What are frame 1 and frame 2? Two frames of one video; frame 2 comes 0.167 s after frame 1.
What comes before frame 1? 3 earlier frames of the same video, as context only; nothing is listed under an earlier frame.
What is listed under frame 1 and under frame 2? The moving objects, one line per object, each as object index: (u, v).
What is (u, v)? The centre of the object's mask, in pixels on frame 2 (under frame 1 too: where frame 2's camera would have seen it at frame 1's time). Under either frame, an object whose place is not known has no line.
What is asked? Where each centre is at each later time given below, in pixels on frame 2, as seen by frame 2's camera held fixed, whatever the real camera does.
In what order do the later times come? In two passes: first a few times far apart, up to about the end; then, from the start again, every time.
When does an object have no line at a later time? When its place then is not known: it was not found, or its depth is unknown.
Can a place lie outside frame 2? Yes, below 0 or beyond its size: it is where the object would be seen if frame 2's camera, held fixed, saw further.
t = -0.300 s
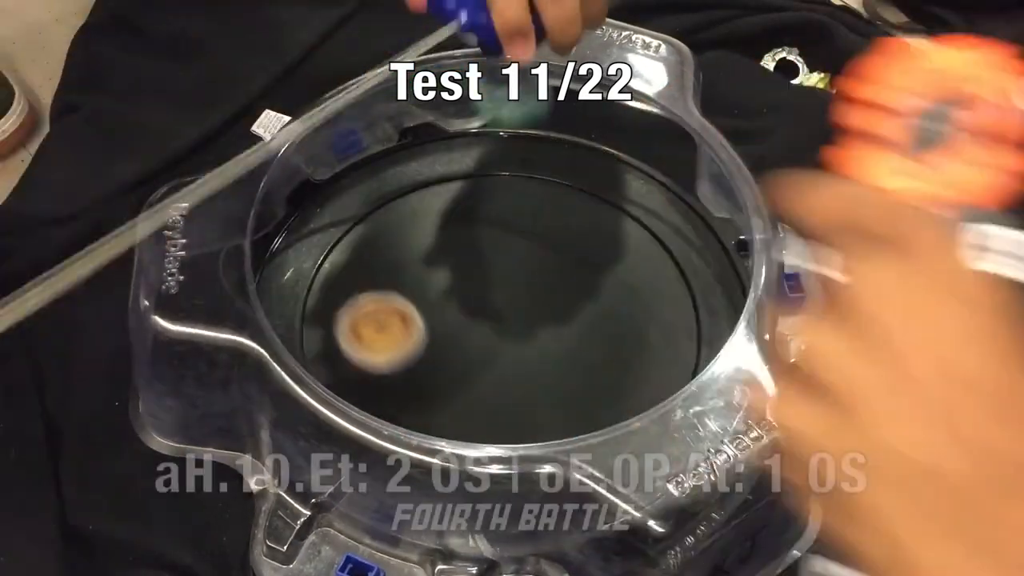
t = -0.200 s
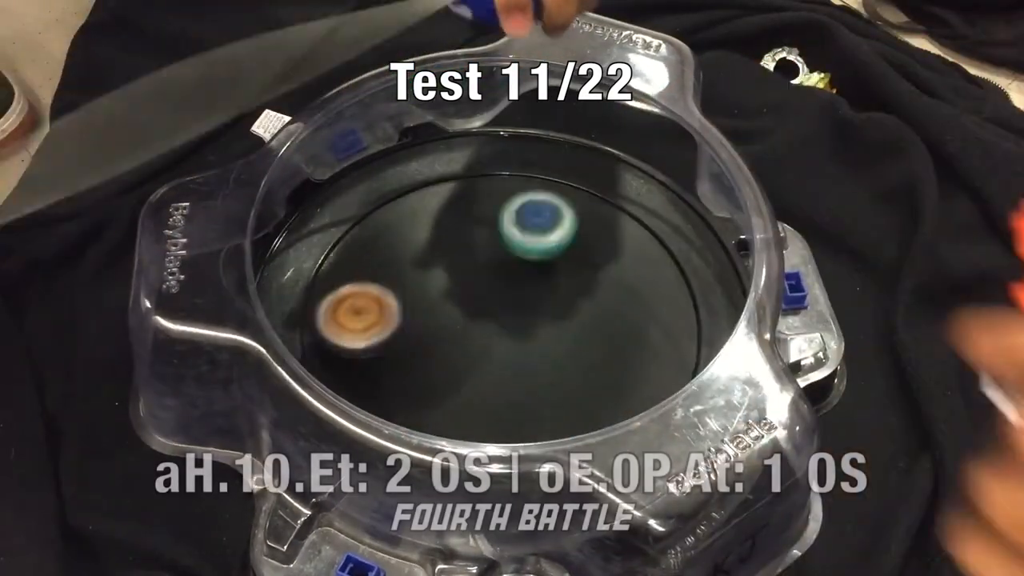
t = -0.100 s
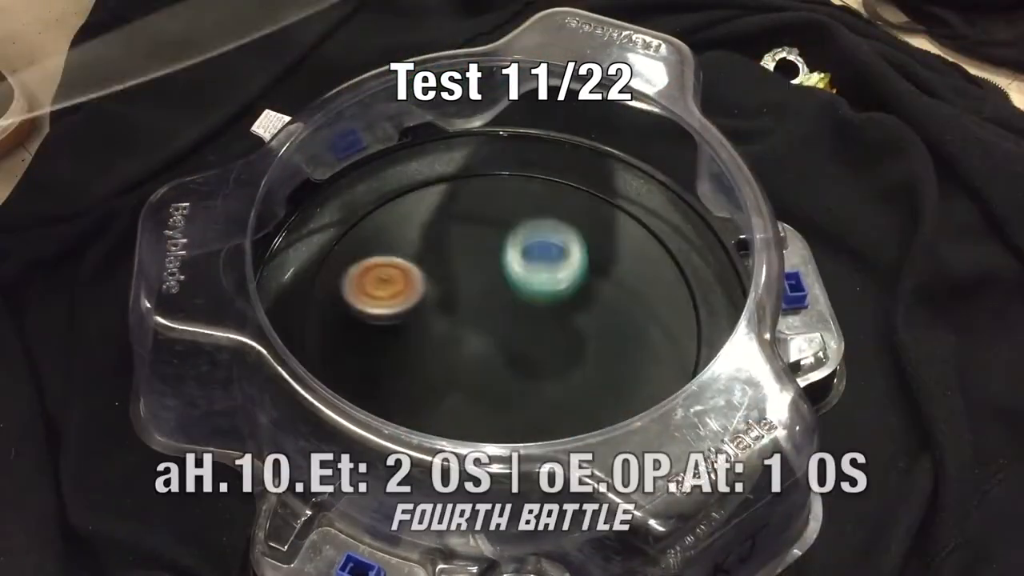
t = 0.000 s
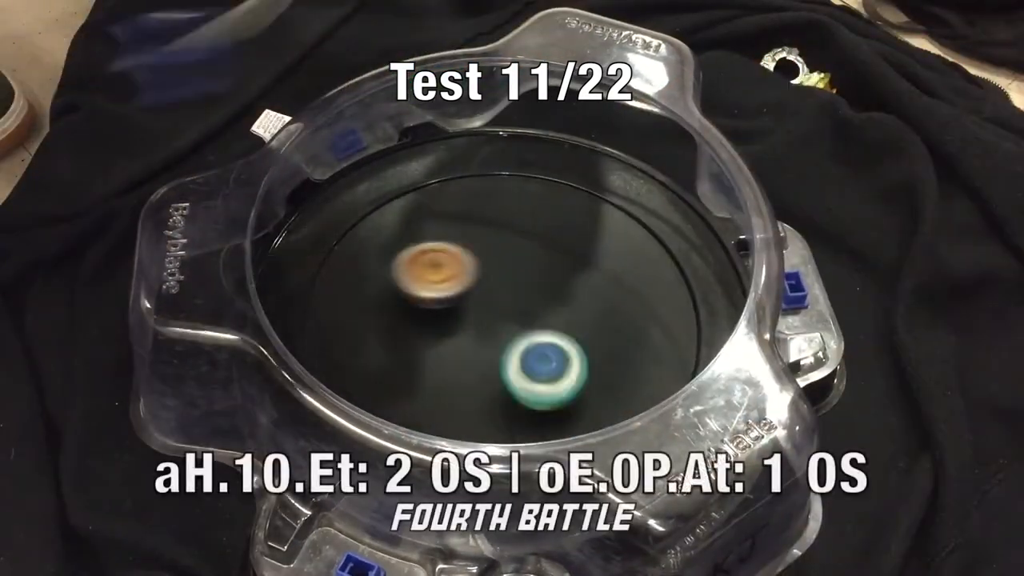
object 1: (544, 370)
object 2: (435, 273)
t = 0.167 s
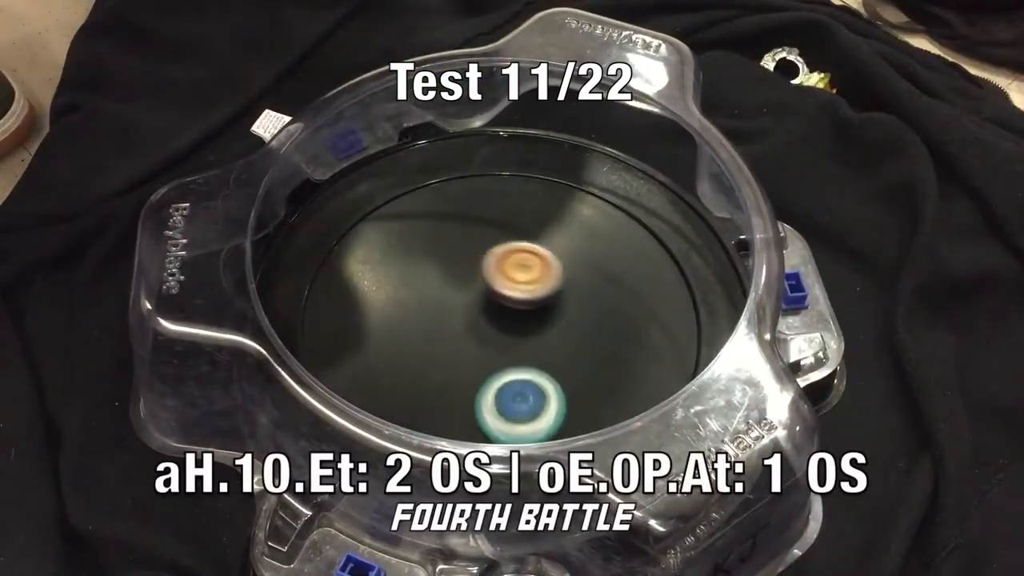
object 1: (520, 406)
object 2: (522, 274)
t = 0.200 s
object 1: (517, 407)
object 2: (534, 278)
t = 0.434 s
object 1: (501, 369)
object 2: (545, 298)
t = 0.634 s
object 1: (460, 348)
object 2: (506, 267)
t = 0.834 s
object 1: (451, 338)
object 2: (432, 257)
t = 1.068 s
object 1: (483, 353)
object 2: (395, 308)
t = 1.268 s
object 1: (560, 349)
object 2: (466, 339)
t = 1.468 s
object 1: (707, 312)
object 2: (436, 254)
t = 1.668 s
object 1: (697, 257)
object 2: (419, 243)
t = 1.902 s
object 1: (551, 228)
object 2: (462, 317)
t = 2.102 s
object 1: (420, 297)
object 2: (548, 340)
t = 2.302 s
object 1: (409, 403)
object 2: (579, 302)
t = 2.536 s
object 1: (547, 440)
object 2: (520, 252)
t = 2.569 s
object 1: (581, 428)
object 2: (509, 251)
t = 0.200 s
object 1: (517, 407)
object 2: (534, 278)
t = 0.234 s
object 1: (514, 411)
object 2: (544, 282)
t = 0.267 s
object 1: (513, 404)
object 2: (550, 286)
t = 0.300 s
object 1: (513, 402)
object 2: (553, 289)
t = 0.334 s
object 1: (511, 393)
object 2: (553, 295)
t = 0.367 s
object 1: (510, 383)
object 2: (550, 300)
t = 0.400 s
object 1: (509, 373)
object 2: (546, 303)
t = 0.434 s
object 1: (501, 369)
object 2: (545, 298)
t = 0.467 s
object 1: (492, 366)
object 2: (544, 292)
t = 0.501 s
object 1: (483, 363)
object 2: (540, 288)
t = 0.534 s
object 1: (476, 359)
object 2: (533, 282)
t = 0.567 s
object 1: (469, 355)
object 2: (525, 276)
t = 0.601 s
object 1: (464, 351)
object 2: (517, 272)
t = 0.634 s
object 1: (460, 348)
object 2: (506, 267)
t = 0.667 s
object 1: (457, 345)
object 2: (496, 262)
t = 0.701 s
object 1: (454, 342)
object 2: (484, 259)
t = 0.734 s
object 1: (452, 341)
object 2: (471, 256)
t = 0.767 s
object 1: (451, 339)
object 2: (457, 255)
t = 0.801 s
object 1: (451, 338)
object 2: (444, 255)
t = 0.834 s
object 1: (451, 338)
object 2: (432, 257)
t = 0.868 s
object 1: (452, 338)
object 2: (420, 261)
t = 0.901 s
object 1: (453, 338)
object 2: (411, 266)
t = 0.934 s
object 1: (456, 339)
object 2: (404, 274)
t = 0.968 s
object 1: (459, 340)
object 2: (399, 282)
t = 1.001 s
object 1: (466, 344)
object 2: (394, 290)
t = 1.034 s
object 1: (475, 348)
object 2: (392, 298)
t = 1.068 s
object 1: (483, 353)
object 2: (395, 308)
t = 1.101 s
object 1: (491, 357)
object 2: (403, 319)
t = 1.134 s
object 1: (499, 359)
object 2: (414, 329)
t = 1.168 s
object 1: (516, 360)
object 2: (421, 334)
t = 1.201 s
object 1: (532, 359)
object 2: (433, 338)
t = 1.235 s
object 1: (547, 355)
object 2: (449, 340)
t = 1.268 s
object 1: (560, 349)
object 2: (466, 339)
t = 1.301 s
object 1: (580, 341)
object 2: (475, 331)
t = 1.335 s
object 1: (621, 341)
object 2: (463, 315)
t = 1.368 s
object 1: (661, 336)
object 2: (454, 299)
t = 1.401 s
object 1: (690, 329)
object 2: (446, 282)
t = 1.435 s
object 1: (701, 317)
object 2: (441, 267)
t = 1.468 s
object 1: (707, 312)
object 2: (436, 254)
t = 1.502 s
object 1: (712, 304)
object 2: (431, 245)
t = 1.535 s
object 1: (715, 295)
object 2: (427, 238)
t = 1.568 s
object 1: (716, 286)
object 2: (424, 234)
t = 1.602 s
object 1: (714, 277)
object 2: (422, 234)
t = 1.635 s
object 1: (708, 267)
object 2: (420, 236)
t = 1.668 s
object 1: (697, 257)
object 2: (419, 243)
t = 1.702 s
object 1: (684, 247)
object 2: (420, 251)
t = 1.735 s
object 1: (667, 240)
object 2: (422, 262)
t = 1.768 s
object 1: (645, 233)
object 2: (426, 274)
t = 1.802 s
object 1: (622, 229)
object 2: (431, 287)
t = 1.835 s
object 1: (599, 226)
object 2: (439, 298)
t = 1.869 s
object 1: (576, 226)
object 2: (450, 308)
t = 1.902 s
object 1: (551, 228)
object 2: (462, 317)
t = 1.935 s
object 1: (527, 234)
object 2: (476, 326)
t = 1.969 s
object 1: (503, 241)
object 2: (491, 332)
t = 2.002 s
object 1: (479, 252)
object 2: (506, 337)
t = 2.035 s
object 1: (456, 265)
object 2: (520, 341)
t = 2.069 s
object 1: (436, 280)
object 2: (535, 341)
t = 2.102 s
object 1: (420, 297)
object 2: (548, 340)
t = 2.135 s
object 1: (407, 316)
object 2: (560, 336)
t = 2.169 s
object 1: (397, 335)
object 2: (569, 331)
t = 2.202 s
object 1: (391, 354)
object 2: (575, 324)
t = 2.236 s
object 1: (391, 375)
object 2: (579, 318)
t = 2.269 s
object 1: (397, 390)
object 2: (580, 310)
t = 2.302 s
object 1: (409, 403)
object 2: (579, 302)
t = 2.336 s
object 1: (423, 415)
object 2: (574, 292)
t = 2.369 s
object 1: (440, 425)
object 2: (569, 284)
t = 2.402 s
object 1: (460, 432)
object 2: (561, 275)
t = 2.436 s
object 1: (481, 436)
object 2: (553, 268)
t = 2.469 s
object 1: (510, 463)
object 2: (542, 262)
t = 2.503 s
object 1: (524, 459)
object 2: (532, 257)
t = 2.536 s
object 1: (547, 440)
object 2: (520, 252)
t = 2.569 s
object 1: (581, 428)
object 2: (509, 251)
